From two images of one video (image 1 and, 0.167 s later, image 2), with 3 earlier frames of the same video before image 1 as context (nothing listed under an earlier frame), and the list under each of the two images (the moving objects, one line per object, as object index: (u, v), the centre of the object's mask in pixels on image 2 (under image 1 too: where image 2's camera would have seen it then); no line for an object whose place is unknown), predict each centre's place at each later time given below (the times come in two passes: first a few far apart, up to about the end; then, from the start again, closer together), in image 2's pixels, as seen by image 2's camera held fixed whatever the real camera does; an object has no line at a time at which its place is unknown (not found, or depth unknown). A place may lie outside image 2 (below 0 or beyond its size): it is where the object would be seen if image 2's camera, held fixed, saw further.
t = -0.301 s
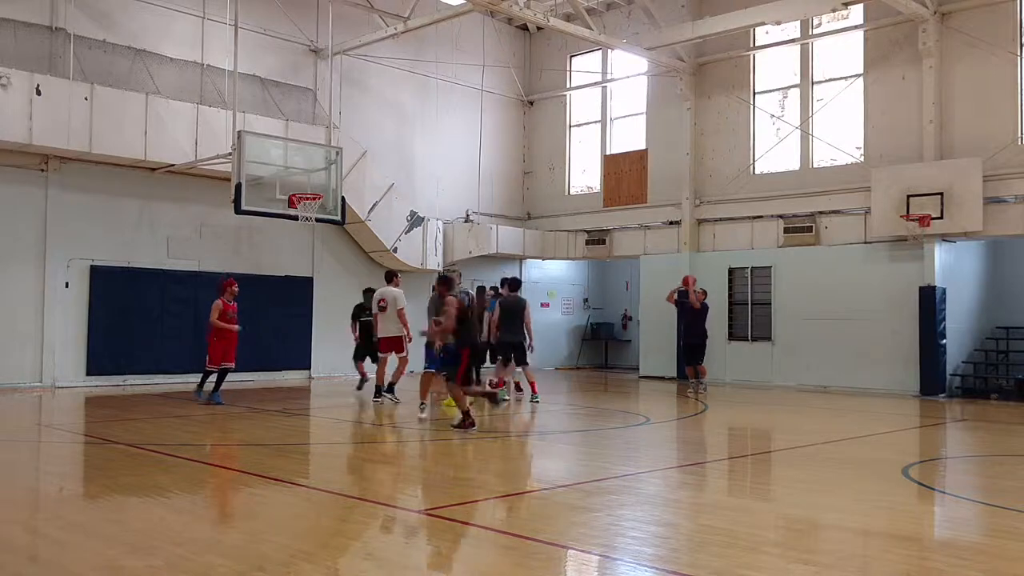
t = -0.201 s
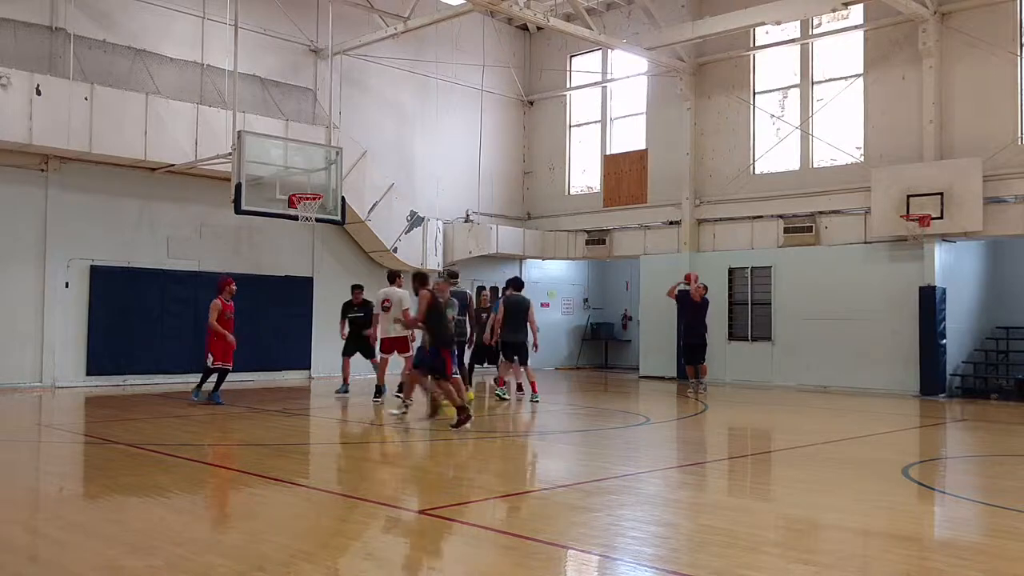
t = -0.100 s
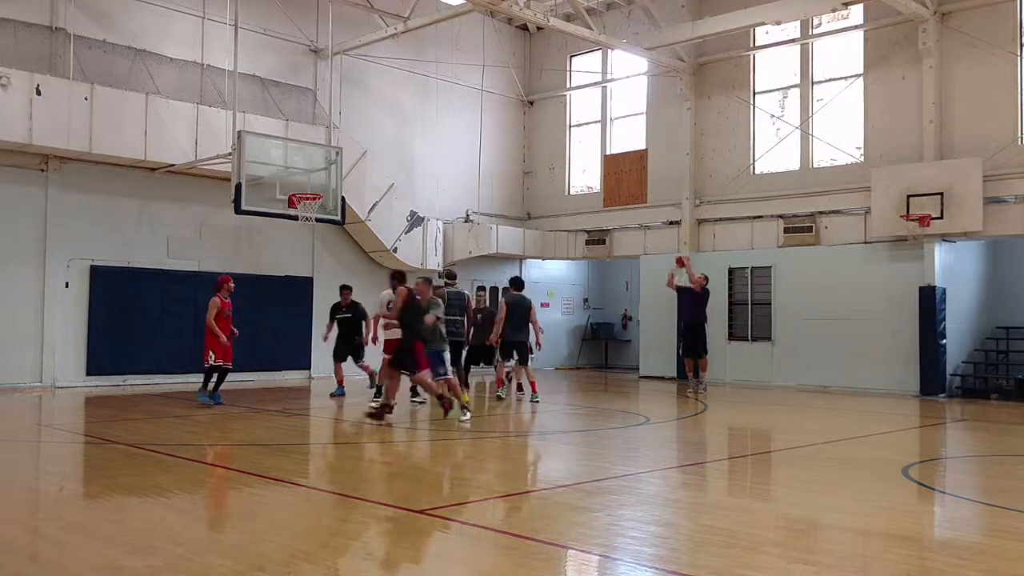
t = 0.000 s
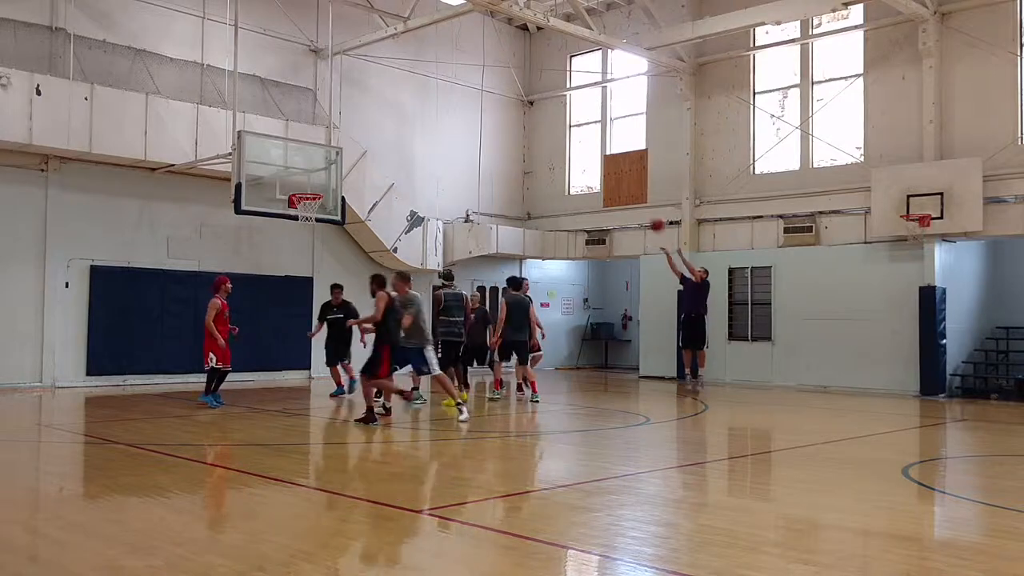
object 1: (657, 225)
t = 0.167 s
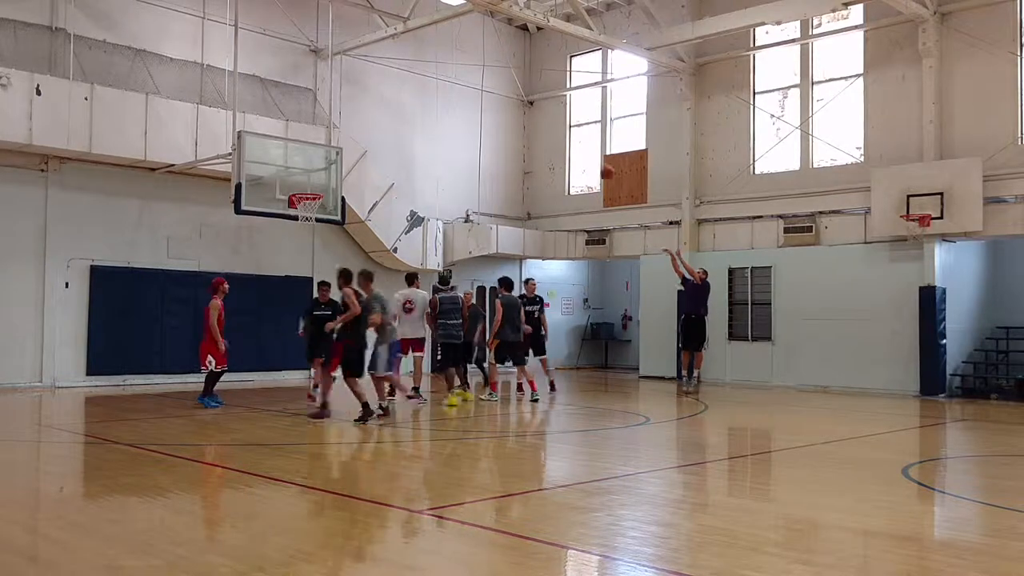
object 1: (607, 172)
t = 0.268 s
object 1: (575, 148)
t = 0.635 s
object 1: (462, 108)
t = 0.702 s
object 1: (441, 108)
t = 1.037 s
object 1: (334, 155)
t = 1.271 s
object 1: (283, 175)
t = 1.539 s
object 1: (273, 166)
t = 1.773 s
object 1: (263, 198)
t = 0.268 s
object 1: (575, 148)
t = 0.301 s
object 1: (564, 141)
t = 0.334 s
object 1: (555, 135)
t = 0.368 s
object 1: (545, 130)
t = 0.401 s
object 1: (535, 124)
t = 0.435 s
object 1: (524, 121)
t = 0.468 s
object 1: (514, 117)
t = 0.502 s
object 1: (504, 113)
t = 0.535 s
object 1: (493, 111)
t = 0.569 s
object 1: (483, 109)
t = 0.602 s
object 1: (472, 108)
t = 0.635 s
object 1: (462, 108)
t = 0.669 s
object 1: (451, 108)
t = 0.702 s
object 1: (441, 108)
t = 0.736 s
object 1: (430, 110)
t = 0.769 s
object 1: (420, 112)
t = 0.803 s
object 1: (409, 115)
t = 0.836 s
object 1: (399, 118)
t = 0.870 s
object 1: (388, 123)
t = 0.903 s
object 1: (377, 127)
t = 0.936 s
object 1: (366, 133)
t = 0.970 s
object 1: (355, 139)
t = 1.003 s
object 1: (345, 146)
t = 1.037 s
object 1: (334, 155)
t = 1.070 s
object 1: (324, 162)
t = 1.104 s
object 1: (311, 171)
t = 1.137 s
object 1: (300, 180)
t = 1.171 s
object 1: (290, 189)
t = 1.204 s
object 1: (286, 184)
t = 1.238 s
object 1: (284, 179)
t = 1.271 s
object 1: (283, 175)
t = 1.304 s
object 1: (282, 171)
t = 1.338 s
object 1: (281, 169)
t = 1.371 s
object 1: (280, 166)
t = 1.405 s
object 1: (278, 165)
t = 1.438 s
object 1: (277, 164)
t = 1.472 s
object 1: (276, 164)
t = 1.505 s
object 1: (275, 165)
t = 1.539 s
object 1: (273, 166)
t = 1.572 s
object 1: (272, 168)
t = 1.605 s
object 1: (270, 172)
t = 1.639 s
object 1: (269, 175)
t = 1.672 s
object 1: (267, 180)
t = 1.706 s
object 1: (266, 186)
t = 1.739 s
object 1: (264, 191)
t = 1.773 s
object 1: (263, 198)
